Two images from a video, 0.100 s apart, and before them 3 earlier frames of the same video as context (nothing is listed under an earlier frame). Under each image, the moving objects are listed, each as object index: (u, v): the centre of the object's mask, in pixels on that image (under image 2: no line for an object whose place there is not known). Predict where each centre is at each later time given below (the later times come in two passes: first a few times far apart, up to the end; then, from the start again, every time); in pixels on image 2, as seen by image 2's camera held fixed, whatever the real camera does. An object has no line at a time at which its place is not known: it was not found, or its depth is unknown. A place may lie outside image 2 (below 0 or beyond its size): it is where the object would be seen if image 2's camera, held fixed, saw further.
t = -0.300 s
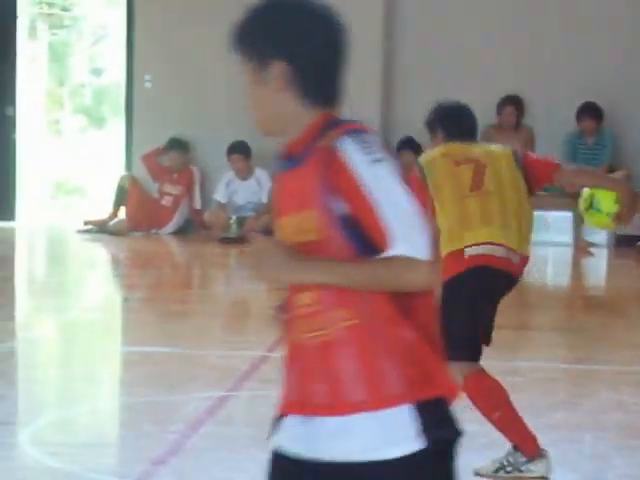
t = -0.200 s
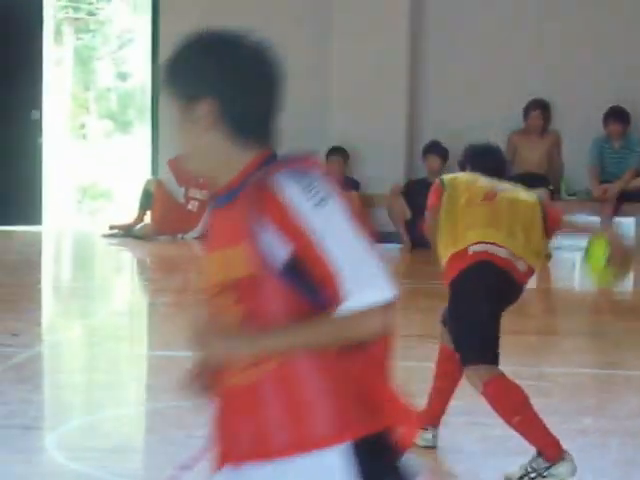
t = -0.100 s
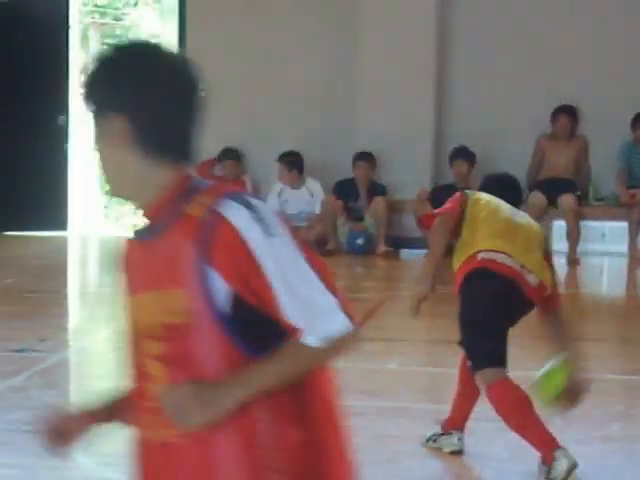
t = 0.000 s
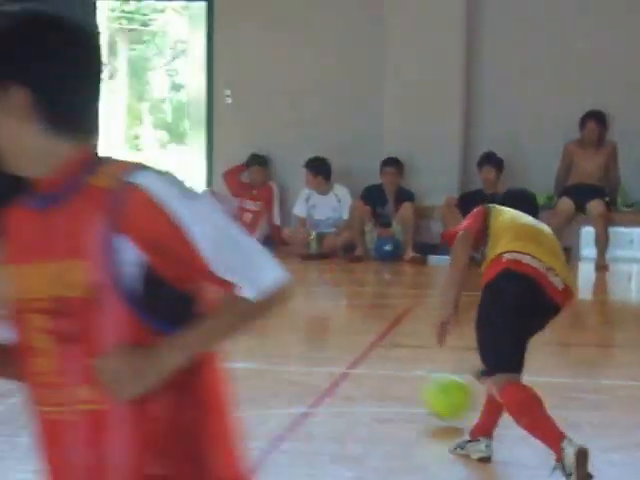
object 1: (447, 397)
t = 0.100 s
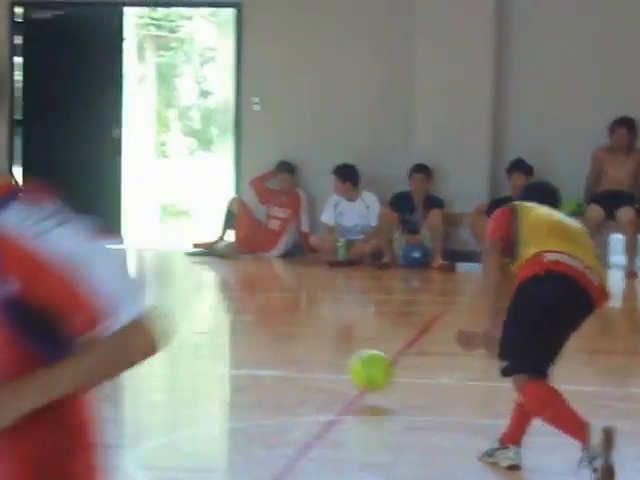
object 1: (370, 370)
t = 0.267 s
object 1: (237, 345)
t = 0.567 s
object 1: (80, 300)
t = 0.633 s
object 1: (51, 297)
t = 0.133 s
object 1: (339, 365)
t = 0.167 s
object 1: (309, 363)
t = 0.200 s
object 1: (283, 359)
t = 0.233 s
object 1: (259, 350)
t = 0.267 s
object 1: (237, 345)
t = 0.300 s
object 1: (216, 340)
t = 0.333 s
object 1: (196, 338)
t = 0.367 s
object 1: (180, 330)
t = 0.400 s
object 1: (160, 323)
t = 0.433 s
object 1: (143, 319)
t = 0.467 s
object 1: (126, 318)
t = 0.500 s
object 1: (110, 313)
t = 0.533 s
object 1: (95, 306)
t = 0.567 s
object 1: (80, 300)
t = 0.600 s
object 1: (65, 296)
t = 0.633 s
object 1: (51, 297)
